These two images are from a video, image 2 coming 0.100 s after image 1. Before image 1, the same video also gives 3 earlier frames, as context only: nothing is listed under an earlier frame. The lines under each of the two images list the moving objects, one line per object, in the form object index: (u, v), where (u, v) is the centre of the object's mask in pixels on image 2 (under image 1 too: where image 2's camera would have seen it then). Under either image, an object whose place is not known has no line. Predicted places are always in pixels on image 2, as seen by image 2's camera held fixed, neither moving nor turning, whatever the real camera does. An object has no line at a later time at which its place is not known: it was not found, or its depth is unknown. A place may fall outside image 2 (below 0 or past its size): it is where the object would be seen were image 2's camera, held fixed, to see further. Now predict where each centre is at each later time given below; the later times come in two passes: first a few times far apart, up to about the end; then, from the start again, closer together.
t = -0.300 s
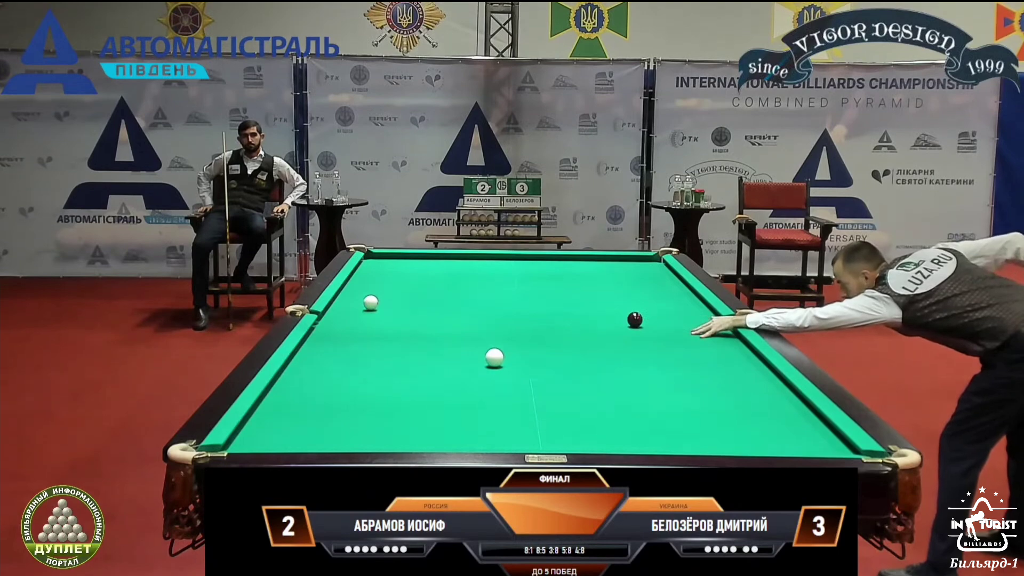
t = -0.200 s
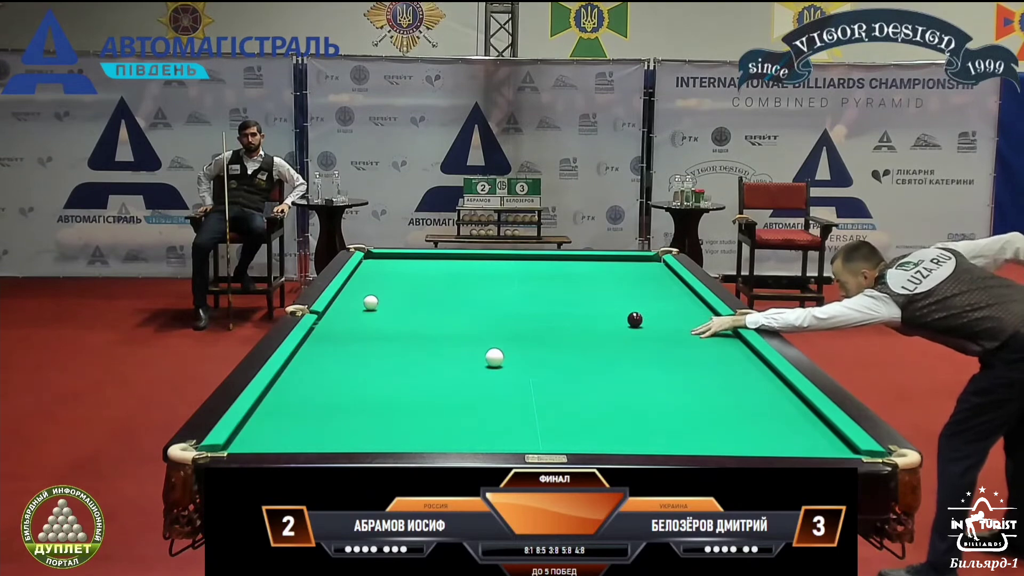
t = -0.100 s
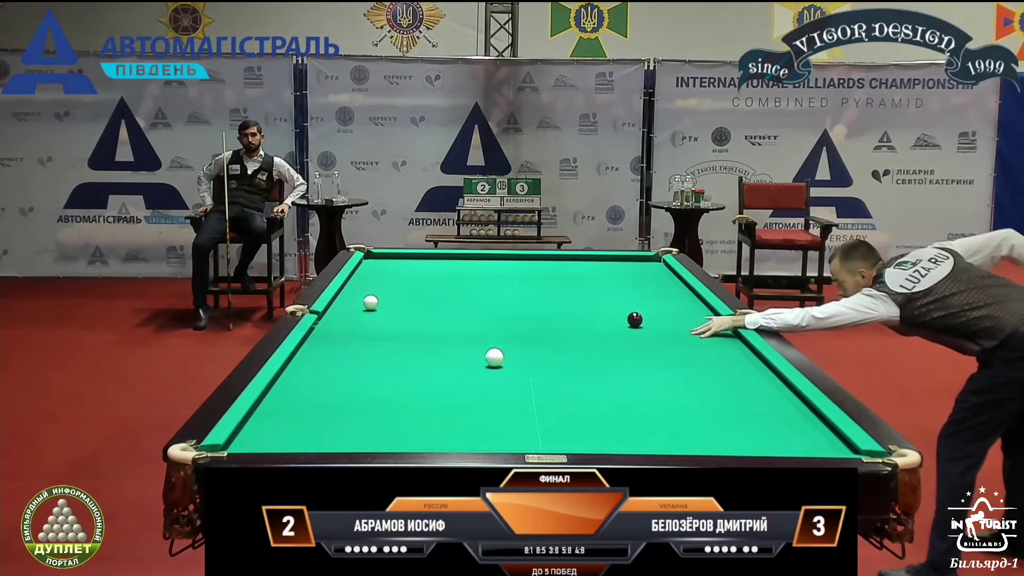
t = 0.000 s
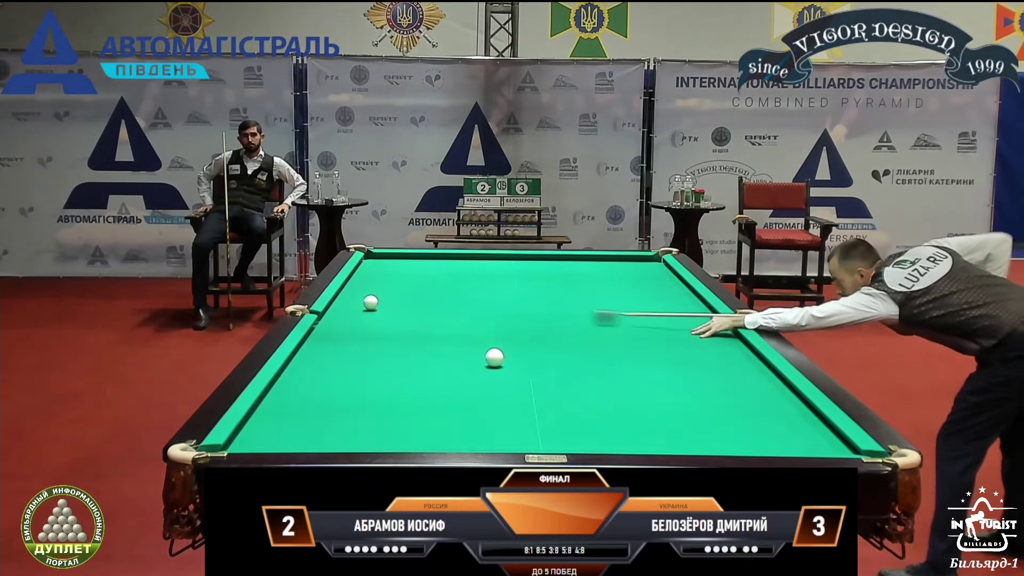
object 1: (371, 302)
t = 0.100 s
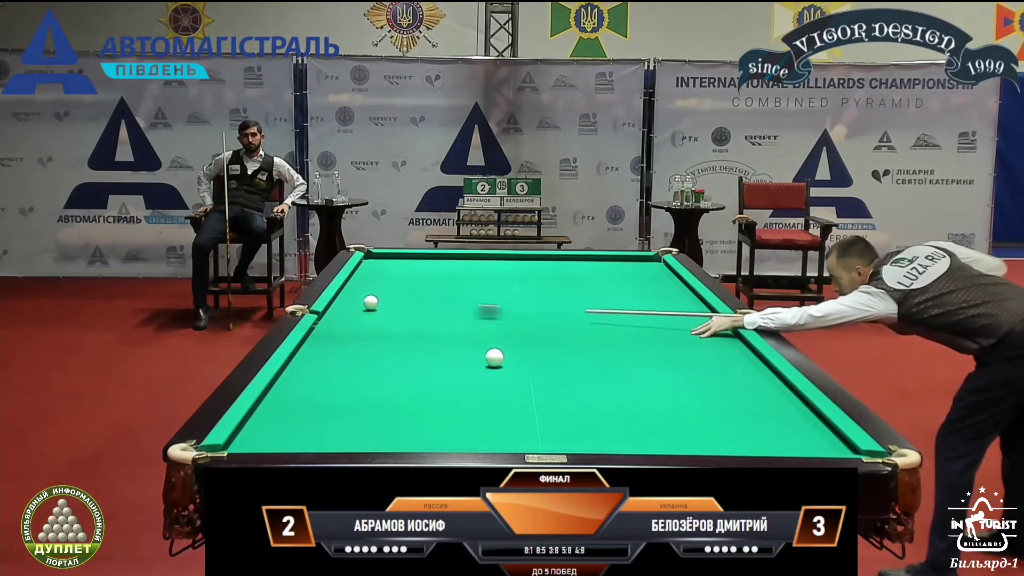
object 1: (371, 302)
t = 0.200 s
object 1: (369, 302)
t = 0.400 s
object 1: (417, 289)
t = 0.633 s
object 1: (512, 279)
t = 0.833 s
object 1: (576, 273)
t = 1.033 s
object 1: (633, 267)
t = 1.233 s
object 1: (642, 262)
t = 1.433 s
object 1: (603, 259)
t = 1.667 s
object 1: (571, 257)
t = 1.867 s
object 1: (553, 257)
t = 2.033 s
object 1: (538, 258)
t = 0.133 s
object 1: (371, 303)
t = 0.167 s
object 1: (371, 303)
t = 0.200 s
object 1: (369, 302)
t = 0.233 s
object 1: (351, 299)
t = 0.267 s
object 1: (347, 296)
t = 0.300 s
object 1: (365, 294)
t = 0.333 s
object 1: (383, 292)
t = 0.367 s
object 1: (401, 290)
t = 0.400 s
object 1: (417, 289)
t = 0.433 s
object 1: (432, 287)
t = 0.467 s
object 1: (447, 286)
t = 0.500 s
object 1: (462, 284)
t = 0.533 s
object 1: (475, 283)
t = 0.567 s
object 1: (488, 282)
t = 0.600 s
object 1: (501, 281)
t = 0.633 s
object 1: (512, 279)
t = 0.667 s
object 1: (524, 278)
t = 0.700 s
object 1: (535, 277)
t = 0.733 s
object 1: (545, 276)
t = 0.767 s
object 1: (556, 275)
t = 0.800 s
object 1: (566, 274)
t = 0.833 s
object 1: (576, 273)
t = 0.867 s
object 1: (586, 272)
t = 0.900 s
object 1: (596, 271)
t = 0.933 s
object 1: (605, 270)
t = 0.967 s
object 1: (615, 269)
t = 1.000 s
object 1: (624, 268)
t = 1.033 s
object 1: (633, 267)
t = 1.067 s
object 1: (643, 266)
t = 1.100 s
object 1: (652, 265)
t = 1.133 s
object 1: (660, 264)
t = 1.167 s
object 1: (659, 264)
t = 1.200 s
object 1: (650, 263)
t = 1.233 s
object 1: (642, 262)
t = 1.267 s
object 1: (634, 262)
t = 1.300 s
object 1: (627, 261)
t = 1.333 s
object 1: (620, 261)
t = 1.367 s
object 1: (614, 261)
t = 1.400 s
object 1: (609, 260)
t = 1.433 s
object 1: (603, 259)
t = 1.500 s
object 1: (593, 258)
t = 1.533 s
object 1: (588, 258)
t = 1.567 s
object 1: (583, 257)
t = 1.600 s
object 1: (579, 257)
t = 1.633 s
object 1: (574, 256)
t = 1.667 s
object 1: (571, 257)
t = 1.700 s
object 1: (568, 257)
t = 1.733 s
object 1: (565, 257)
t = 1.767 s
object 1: (562, 257)
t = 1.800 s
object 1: (559, 257)
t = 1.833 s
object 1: (556, 257)
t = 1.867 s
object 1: (553, 257)
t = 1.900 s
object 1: (550, 258)
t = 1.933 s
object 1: (547, 258)
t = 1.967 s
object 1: (544, 258)
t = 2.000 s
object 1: (541, 258)
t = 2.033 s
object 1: (538, 258)
